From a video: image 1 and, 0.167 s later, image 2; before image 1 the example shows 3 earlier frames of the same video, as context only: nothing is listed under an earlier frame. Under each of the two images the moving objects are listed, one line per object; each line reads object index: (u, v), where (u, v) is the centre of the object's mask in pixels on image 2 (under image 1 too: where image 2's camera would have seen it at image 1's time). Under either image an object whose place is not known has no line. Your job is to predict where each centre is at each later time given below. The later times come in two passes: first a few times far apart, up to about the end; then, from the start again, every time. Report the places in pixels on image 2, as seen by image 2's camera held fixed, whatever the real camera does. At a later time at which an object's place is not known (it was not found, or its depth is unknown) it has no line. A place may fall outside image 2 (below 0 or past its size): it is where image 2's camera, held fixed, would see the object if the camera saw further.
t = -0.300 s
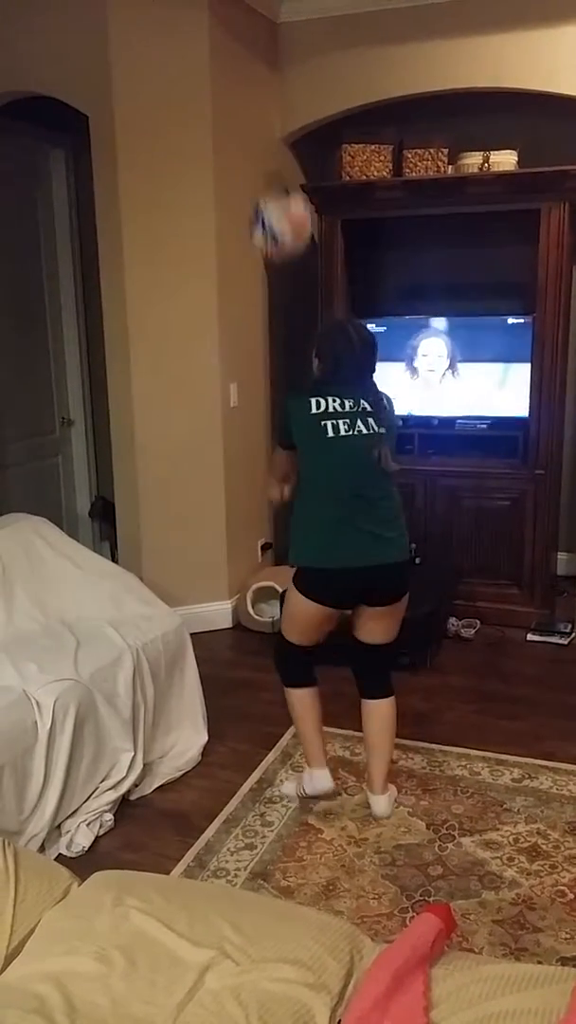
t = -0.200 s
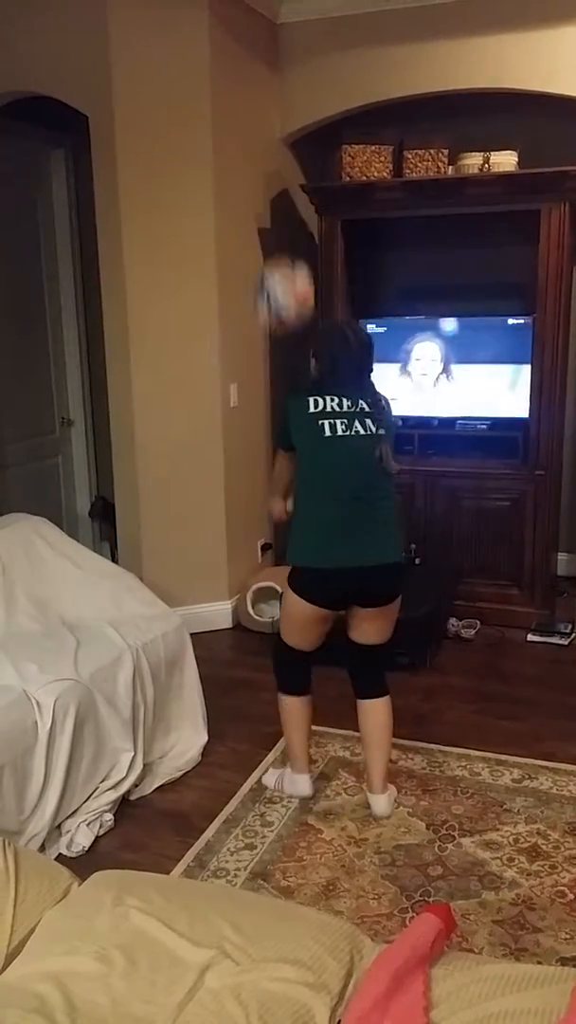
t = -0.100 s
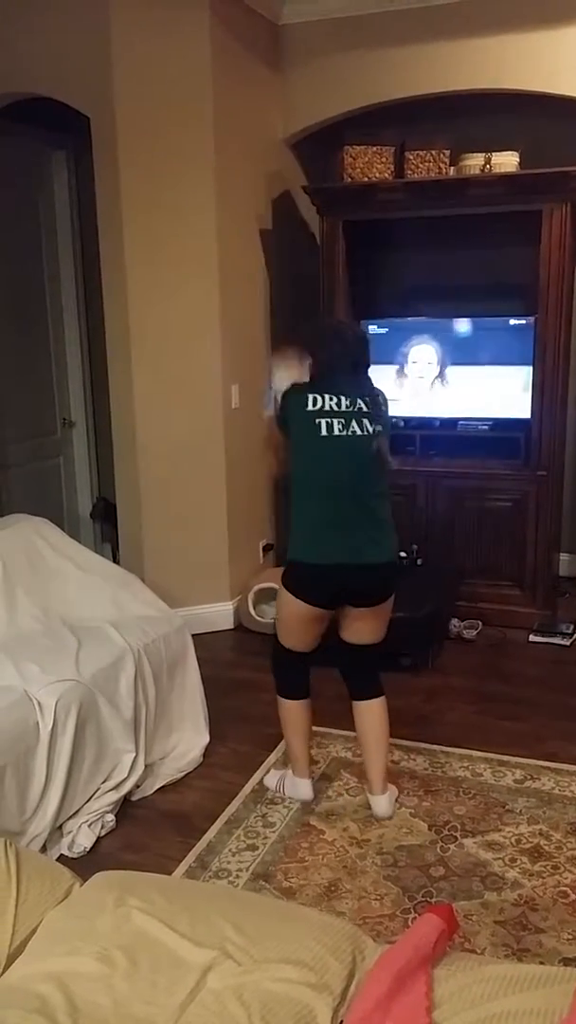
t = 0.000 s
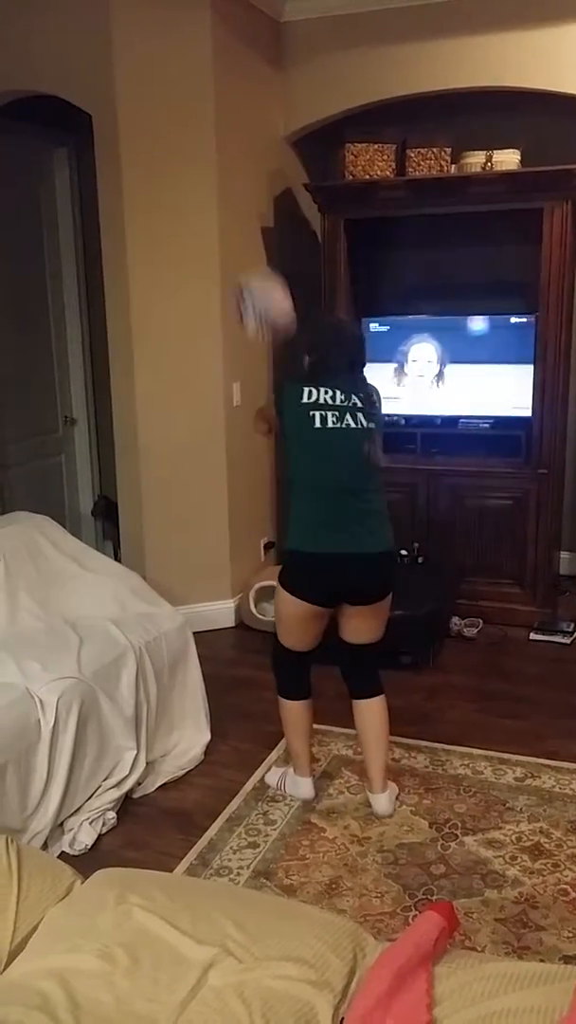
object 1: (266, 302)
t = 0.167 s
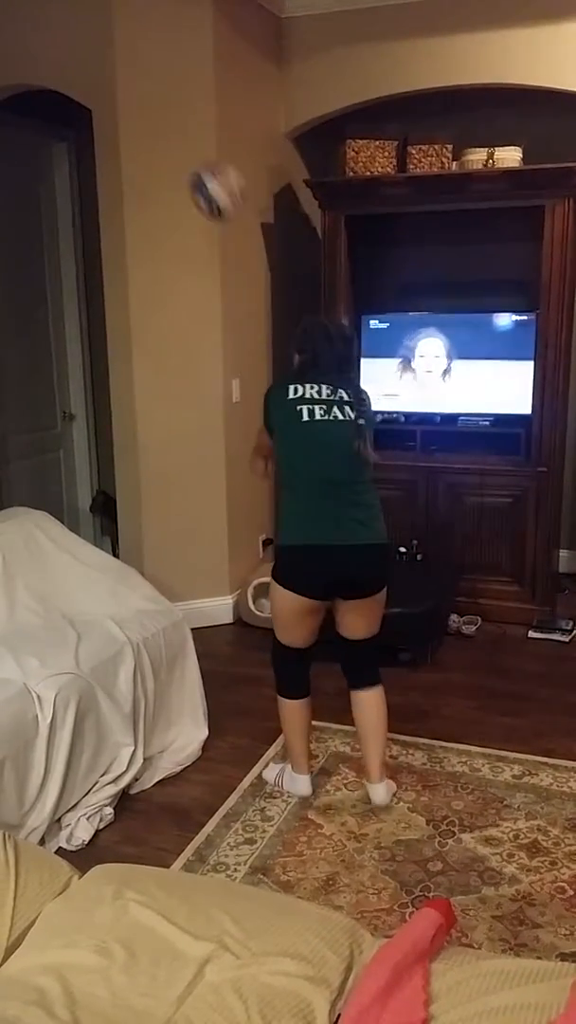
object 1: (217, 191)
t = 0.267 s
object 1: (194, 168)
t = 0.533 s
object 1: (167, 205)
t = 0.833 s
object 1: (199, 395)
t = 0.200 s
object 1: (207, 179)
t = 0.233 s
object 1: (200, 171)
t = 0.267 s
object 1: (194, 168)
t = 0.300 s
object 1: (186, 166)
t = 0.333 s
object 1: (180, 167)
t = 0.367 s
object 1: (175, 171)
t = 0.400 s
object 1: (170, 177)
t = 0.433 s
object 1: (163, 187)
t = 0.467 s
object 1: (161, 192)
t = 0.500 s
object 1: (164, 197)
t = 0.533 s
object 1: (167, 205)
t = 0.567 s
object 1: (170, 215)
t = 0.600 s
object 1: (172, 228)
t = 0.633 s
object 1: (174, 243)
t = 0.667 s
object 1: (179, 261)
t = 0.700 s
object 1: (182, 282)
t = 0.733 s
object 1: (185, 305)
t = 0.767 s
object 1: (188, 331)
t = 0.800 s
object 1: (194, 363)
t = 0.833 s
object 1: (199, 395)
